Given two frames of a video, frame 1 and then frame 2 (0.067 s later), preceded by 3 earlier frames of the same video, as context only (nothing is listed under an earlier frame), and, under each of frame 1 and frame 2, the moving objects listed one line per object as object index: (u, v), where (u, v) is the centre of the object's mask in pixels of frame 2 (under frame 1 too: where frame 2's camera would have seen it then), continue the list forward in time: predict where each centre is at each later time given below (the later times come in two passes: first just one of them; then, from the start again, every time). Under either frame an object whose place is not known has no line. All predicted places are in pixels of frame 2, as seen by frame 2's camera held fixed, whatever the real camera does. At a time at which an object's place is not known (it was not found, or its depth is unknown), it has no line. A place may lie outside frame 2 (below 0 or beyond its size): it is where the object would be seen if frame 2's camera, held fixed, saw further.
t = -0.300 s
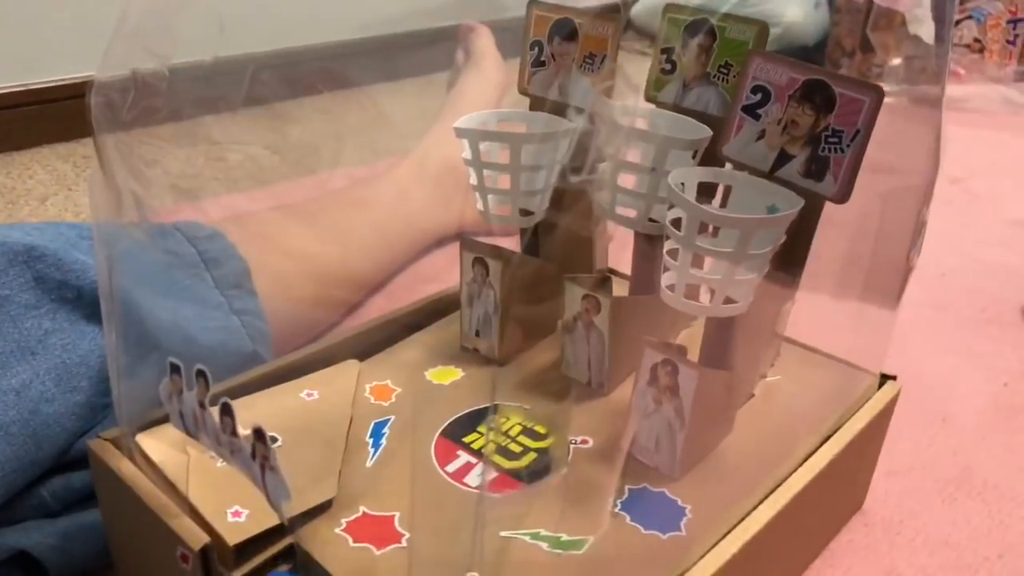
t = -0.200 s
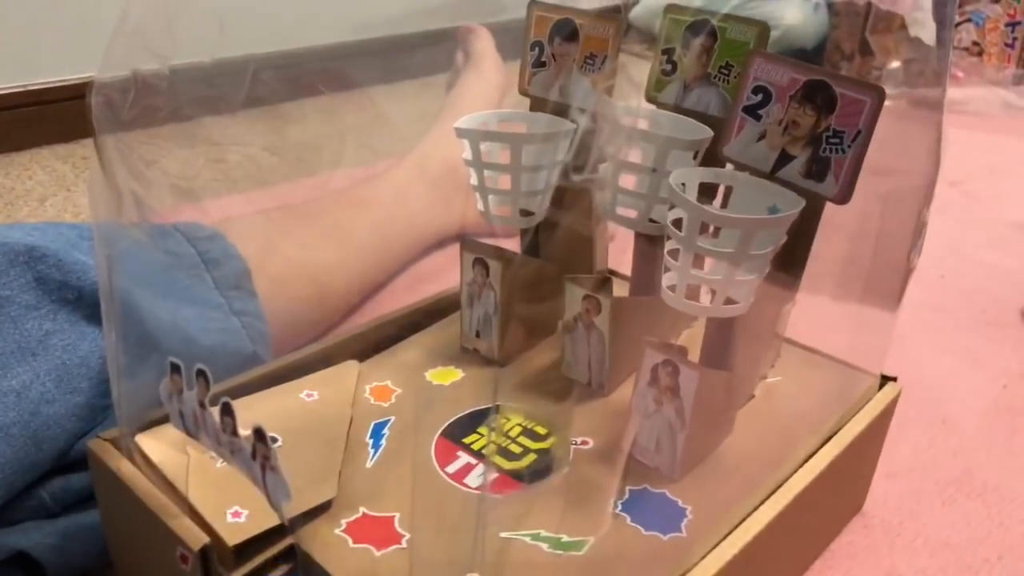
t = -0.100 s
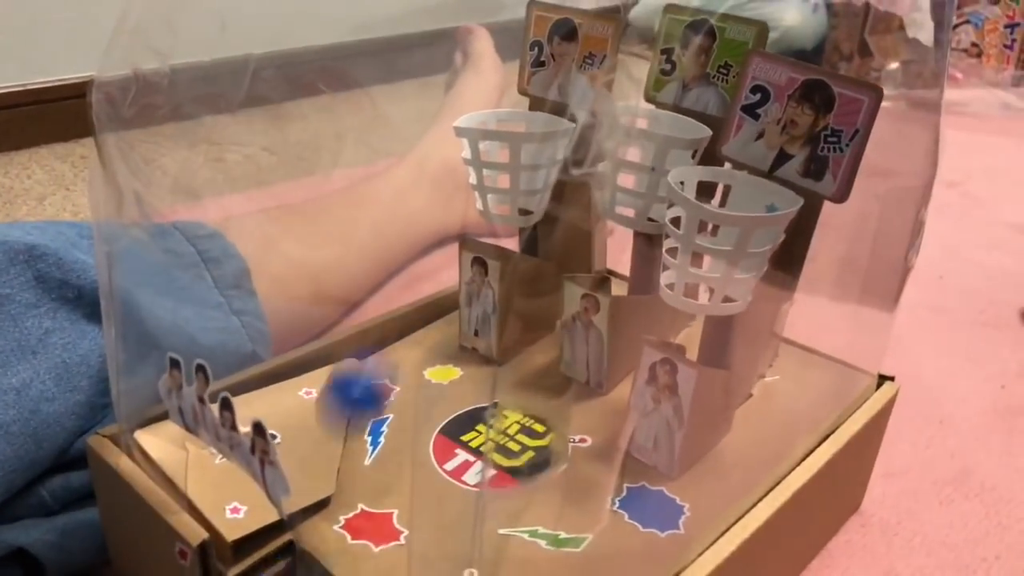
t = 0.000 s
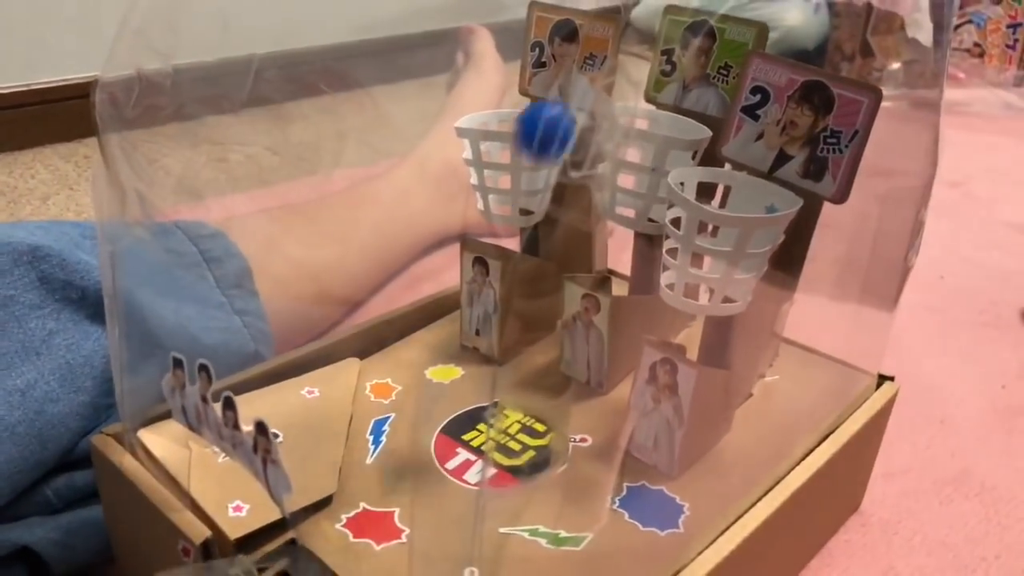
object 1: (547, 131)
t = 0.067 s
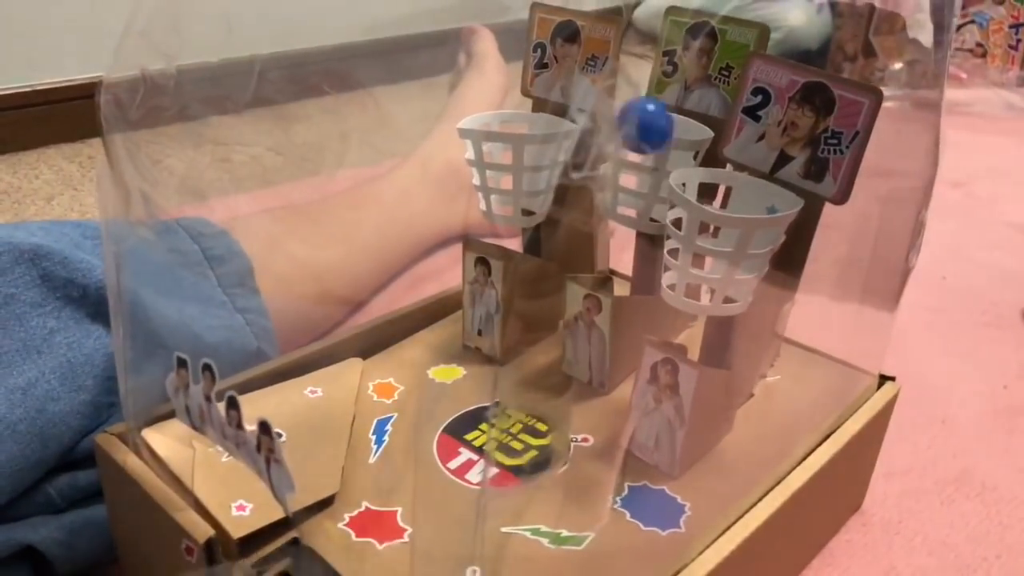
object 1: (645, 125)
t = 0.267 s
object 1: (554, 394)
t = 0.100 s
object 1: (656, 142)
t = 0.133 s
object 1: (645, 152)
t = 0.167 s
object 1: (622, 183)
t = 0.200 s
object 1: (599, 240)
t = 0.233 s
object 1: (573, 333)
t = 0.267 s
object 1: (554, 394)
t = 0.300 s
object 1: (541, 409)
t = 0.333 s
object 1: (525, 424)
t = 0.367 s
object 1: (512, 430)
